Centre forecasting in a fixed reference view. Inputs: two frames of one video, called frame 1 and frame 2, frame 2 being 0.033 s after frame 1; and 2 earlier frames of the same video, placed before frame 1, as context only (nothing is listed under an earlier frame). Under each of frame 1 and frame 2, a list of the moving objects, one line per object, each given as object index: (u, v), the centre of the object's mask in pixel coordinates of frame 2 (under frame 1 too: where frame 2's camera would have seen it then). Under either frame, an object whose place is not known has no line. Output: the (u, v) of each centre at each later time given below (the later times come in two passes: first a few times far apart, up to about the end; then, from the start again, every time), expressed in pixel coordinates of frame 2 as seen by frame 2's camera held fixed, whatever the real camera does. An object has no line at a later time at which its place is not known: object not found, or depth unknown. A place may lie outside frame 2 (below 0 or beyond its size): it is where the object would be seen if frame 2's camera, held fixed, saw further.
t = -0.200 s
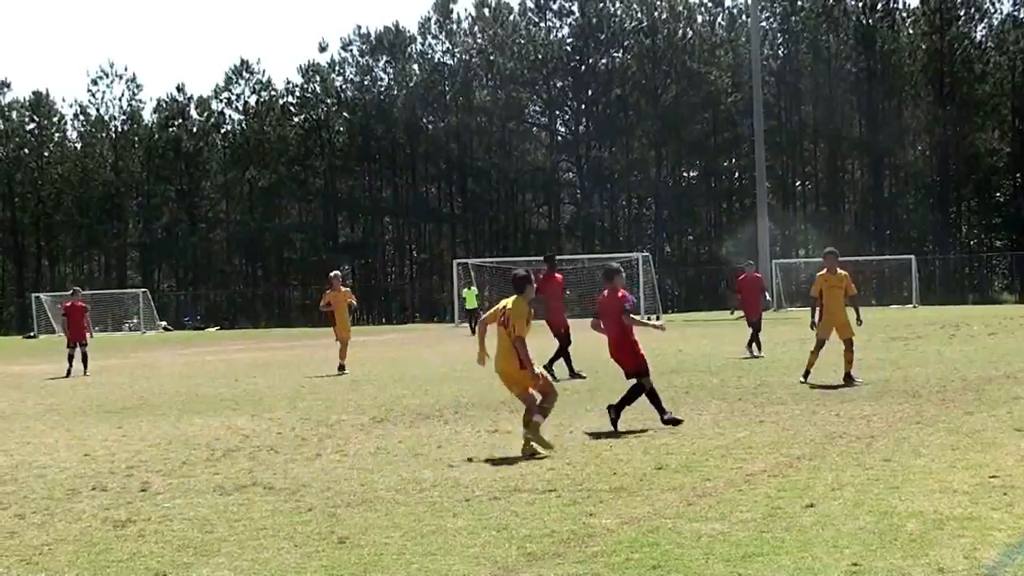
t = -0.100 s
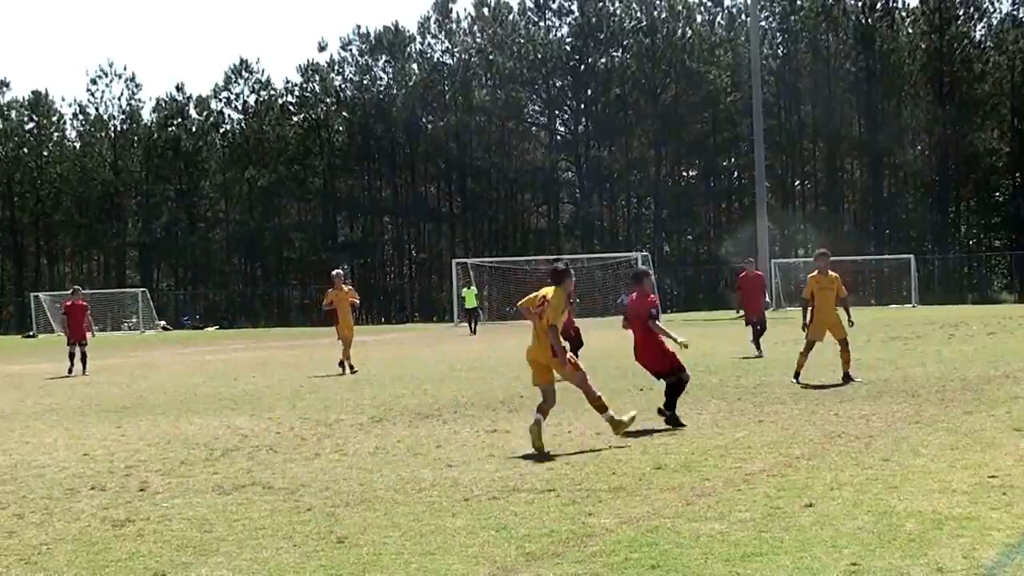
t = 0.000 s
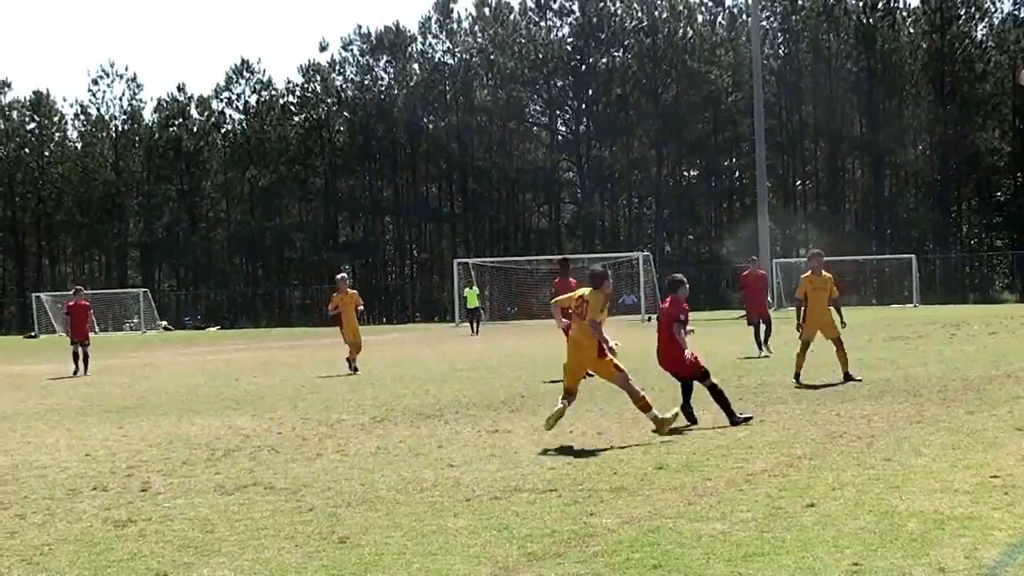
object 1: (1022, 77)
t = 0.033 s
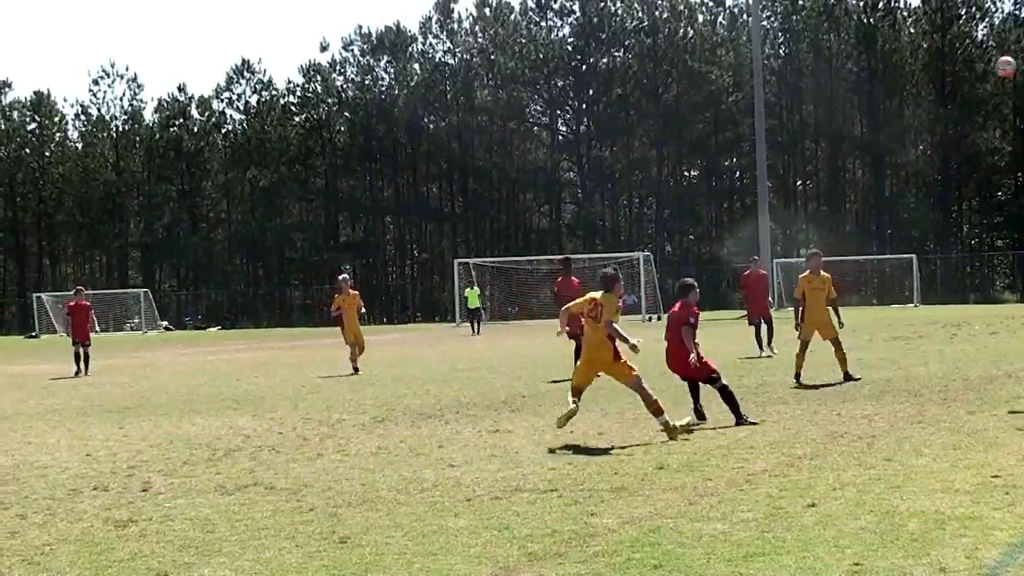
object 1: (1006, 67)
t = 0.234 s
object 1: (852, 24)
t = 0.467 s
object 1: (665, 21)
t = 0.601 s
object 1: (554, 43)
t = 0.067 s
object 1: (980, 58)
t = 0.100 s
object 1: (955, 49)
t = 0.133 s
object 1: (929, 40)
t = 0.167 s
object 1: (904, 35)
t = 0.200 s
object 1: (878, 28)
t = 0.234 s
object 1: (852, 24)
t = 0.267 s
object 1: (825, 21)
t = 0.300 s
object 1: (799, 17)
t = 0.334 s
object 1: (772, 16)
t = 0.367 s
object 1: (745, 16)
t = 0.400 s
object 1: (718, 17)
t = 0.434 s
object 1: (692, 19)
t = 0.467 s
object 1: (665, 21)
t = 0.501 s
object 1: (637, 25)
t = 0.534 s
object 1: (610, 30)
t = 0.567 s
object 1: (583, 36)
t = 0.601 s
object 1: (554, 43)
